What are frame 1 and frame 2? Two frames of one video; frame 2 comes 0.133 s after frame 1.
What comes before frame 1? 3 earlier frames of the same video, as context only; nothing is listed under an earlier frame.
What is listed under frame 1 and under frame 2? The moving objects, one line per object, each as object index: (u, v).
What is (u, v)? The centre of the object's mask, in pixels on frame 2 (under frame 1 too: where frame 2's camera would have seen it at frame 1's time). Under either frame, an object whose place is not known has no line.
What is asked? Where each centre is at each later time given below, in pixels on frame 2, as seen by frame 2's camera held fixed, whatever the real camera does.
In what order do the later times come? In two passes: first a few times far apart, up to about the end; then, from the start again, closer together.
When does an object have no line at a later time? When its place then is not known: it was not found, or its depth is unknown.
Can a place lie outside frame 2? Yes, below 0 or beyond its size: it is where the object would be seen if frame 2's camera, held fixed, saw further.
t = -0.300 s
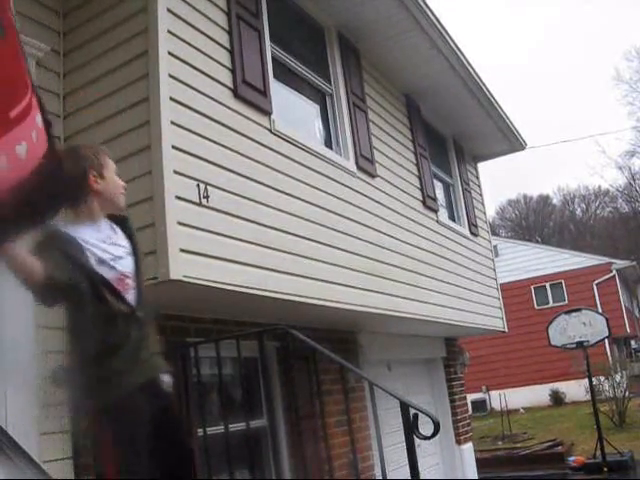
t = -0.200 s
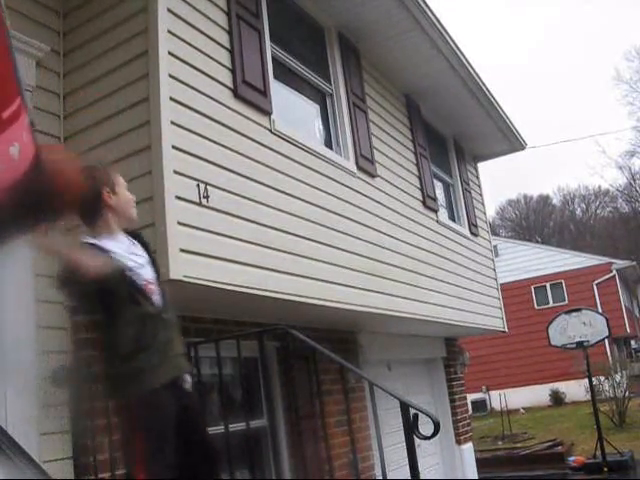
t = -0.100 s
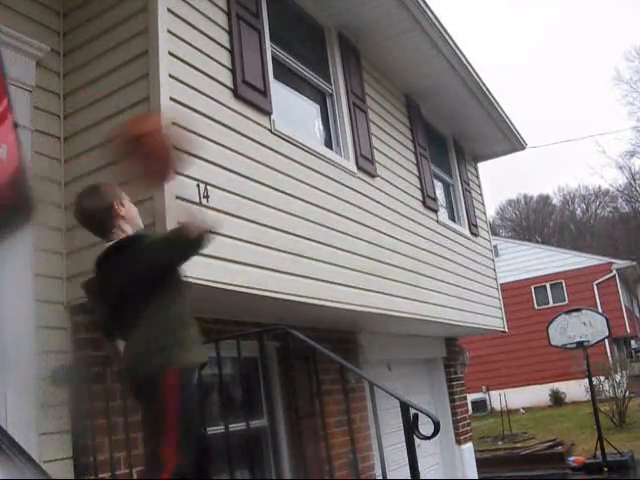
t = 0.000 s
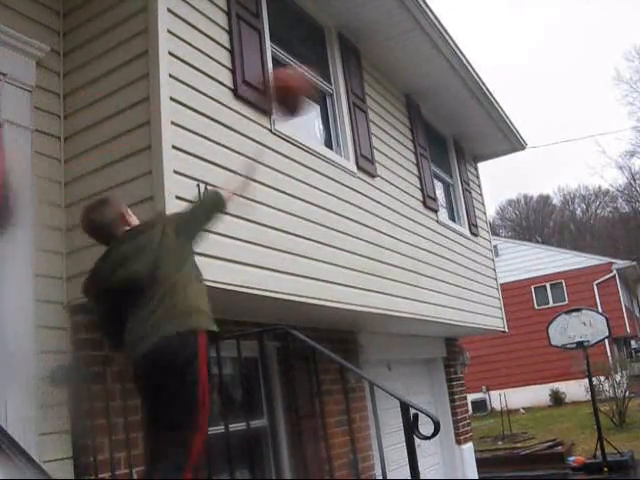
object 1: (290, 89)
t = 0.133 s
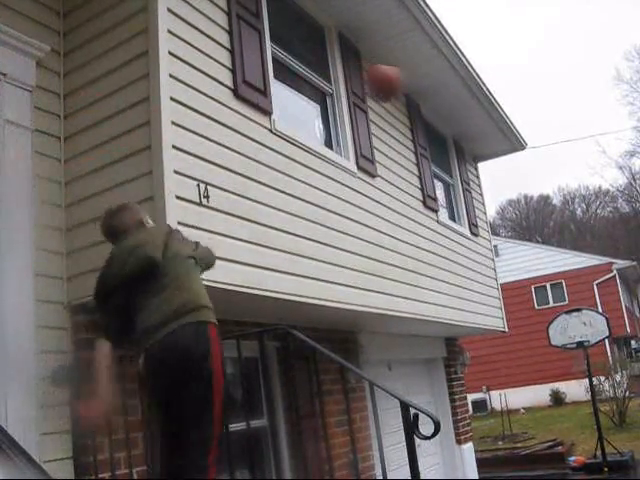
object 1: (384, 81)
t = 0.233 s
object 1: (424, 93)
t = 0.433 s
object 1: (478, 132)
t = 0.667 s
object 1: (520, 195)
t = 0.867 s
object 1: (546, 253)
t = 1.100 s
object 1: (570, 328)
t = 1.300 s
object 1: (579, 352)
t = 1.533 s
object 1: (578, 360)
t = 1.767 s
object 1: (585, 406)
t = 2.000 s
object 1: (595, 466)
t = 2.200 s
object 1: (587, 428)
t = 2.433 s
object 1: (587, 410)
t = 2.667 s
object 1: (591, 423)
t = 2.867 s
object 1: (601, 463)
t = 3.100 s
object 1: (600, 444)
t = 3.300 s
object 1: (599, 435)
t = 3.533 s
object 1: (606, 457)
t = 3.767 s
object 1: (610, 458)
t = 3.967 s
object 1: (613, 453)
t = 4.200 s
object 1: (621, 470)
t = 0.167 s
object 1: (399, 84)
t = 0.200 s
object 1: (414, 89)
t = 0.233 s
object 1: (424, 93)
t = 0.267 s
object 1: (436, 98)
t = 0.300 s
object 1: (446, 103)
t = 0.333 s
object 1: (456, 110)
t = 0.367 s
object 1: (465, 118)
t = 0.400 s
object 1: (471, 124)
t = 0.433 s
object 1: (478, 132)
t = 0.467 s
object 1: (485, 140)
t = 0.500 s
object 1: (491, 148)
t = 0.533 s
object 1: (497, 156)
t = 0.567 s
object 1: (503, 166)
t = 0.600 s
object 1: (509, 175)
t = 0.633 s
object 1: (514, 184)
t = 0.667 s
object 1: (520, 195)
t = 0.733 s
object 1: (530, 215)
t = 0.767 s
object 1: (534, 222)
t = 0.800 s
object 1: (537, 231)
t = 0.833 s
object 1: (542, 240)
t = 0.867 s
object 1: (546, 253)
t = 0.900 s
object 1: (549, 263)
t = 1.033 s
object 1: (562, 307)
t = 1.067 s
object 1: (567, 317)
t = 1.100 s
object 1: (570, 328)
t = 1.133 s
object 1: (572, 341)
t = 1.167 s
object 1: (576, 350)
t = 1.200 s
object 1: (578, 349)
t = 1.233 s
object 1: (579, 351)
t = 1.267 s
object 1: (579, 351)
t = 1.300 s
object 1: (579, 352)
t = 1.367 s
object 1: (578, 355)
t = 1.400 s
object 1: (577, 355)
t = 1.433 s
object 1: (577, 356)
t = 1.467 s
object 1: (578, 356)
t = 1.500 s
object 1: (579, 358)
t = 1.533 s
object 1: (578, 360)
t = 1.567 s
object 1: (579, 361)
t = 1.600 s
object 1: (579, 366)
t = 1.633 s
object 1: (581, 379)
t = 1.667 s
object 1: (582, 385)
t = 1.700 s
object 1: (583, 390)
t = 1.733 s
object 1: (583, 398)
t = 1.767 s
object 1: (585, 406)
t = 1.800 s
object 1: (585, 415)
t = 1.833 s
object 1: (587, 423)
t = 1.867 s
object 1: (588, 435)
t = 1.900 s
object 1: (590, 447)
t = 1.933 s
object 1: (593, 455)
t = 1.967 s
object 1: (595, 465)
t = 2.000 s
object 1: (595, 466)
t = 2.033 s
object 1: (594, 457)
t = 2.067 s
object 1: (593, 454)
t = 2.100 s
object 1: (591, 447)
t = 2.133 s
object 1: (591, 438)
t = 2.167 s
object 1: (589, 433)
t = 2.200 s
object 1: (587, 428)
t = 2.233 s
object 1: (587, 422)
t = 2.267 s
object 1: (587, 419)
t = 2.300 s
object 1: (587, 417)
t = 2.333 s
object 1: (587, 413)
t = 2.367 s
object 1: (587, 412)
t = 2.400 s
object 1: (587, 411)
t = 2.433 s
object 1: (587, 410)
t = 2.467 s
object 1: (588, 410)
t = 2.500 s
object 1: (588, 410)
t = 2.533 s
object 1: (588, 411)
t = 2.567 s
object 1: (589, 414)
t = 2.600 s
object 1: (590, 416)
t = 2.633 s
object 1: (590, 420)
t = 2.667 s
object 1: (591, 423)
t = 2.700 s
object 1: (593, 429)
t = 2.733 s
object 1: (594, 434)
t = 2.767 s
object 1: (596, 441)
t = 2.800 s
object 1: (597, 448)
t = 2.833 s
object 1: (599, 455)
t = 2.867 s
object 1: (601, 463)
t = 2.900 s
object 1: (603, 470)
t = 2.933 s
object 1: (603, 469)
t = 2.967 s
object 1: (602, 464)
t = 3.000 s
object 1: (601, 457)
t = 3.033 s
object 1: (600, 453)
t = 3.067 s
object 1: (601, 449)
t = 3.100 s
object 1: (600, 444)
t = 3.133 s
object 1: (599, 441)
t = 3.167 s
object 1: (599, 438)
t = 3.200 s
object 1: (599, 437)
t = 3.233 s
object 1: (599, 436)
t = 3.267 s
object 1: (599, 435)
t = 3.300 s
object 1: (599, 435)
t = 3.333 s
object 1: (600, 437)
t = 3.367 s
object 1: (600, 438)
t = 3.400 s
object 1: (601, 440)
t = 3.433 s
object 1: (603, 444)
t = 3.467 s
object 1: (604, 447)
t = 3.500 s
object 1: (605, 451)
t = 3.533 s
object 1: (606, 457)
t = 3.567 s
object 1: (608, 463)
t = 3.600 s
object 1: (609, 469)
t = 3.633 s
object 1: (610, 472)
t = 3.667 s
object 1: (610, 469)
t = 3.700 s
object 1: (610, 464)
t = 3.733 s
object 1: (610, 460)
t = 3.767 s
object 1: (610, 458)
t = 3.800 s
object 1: (611, 457)
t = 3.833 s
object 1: (611, 454)
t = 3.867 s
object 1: (611, 453)
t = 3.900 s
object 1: (612, 451)
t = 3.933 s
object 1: (612, 451)
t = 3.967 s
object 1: (613, 453)
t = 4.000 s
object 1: (614, 455)
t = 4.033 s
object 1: (614, 456)
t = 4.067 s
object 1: (615, 457)
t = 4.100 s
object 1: (616, 461)
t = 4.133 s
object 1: (620, 467)
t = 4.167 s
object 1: (620, 470)
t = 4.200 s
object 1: (621, 470)
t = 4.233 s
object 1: (622, 469)
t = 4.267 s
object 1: (621, 466)
